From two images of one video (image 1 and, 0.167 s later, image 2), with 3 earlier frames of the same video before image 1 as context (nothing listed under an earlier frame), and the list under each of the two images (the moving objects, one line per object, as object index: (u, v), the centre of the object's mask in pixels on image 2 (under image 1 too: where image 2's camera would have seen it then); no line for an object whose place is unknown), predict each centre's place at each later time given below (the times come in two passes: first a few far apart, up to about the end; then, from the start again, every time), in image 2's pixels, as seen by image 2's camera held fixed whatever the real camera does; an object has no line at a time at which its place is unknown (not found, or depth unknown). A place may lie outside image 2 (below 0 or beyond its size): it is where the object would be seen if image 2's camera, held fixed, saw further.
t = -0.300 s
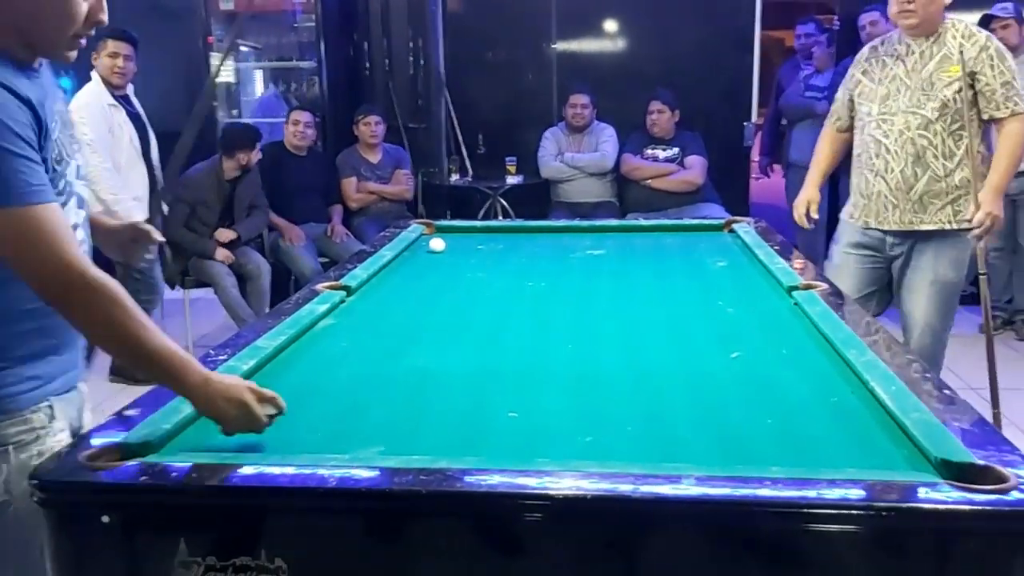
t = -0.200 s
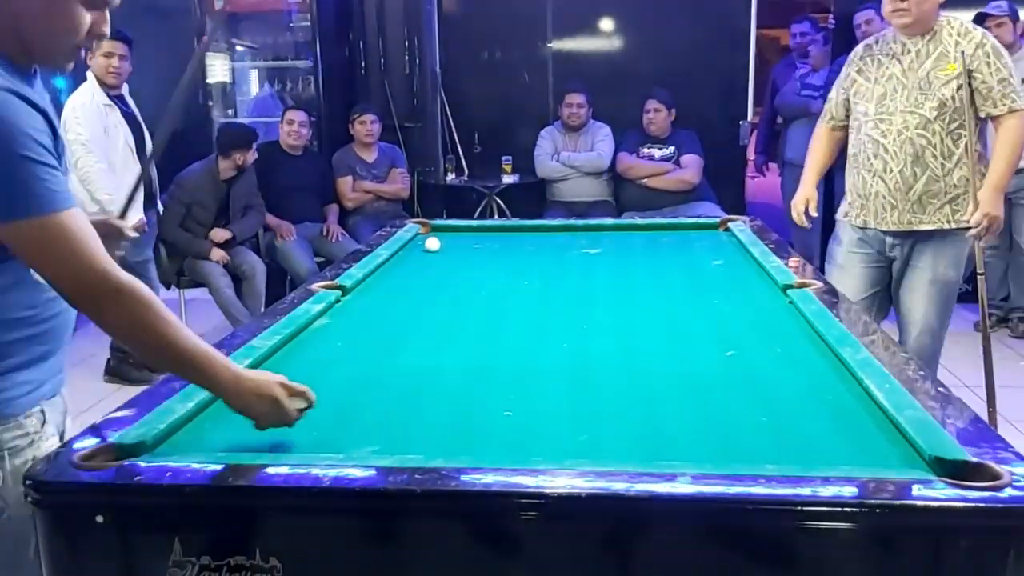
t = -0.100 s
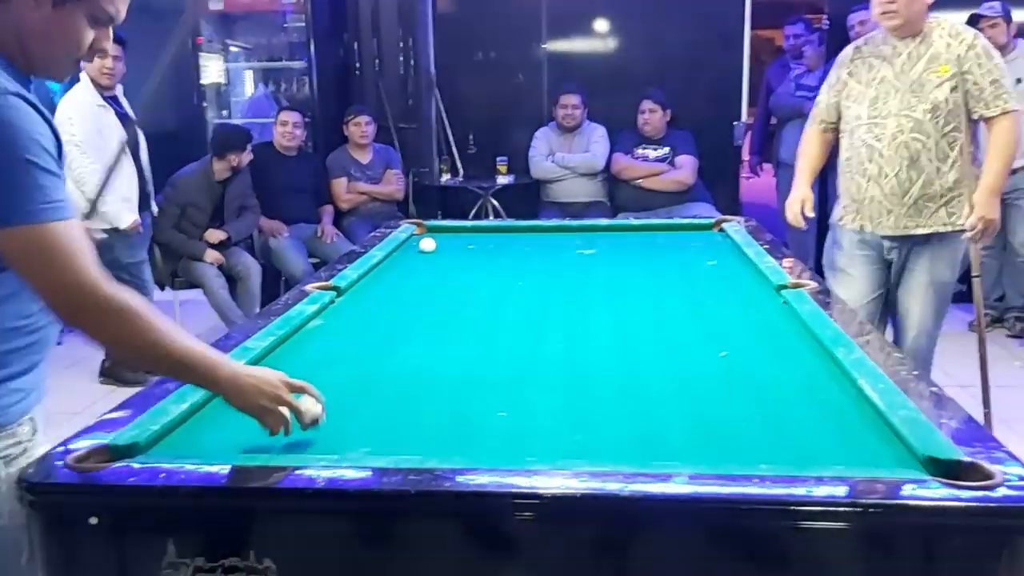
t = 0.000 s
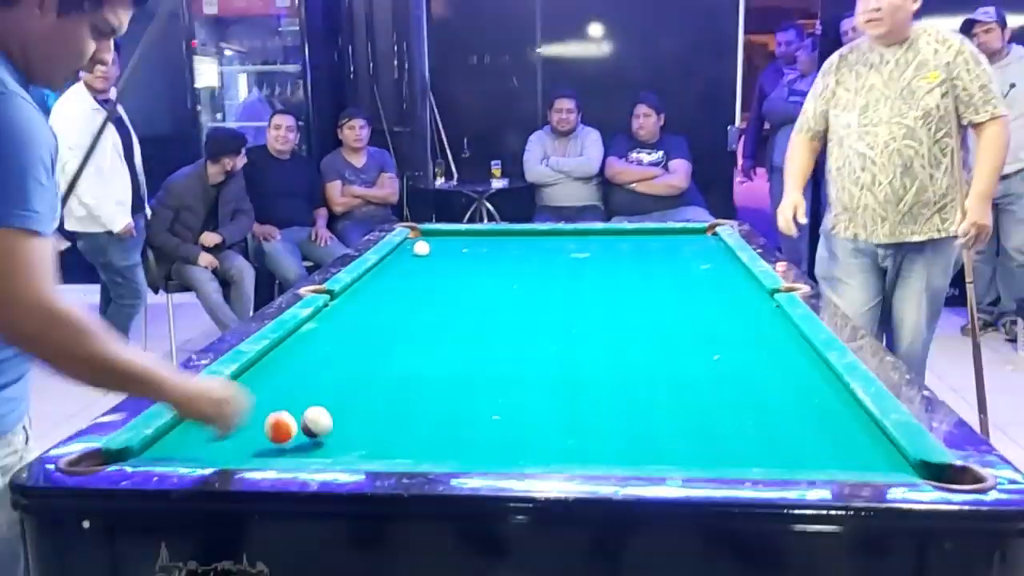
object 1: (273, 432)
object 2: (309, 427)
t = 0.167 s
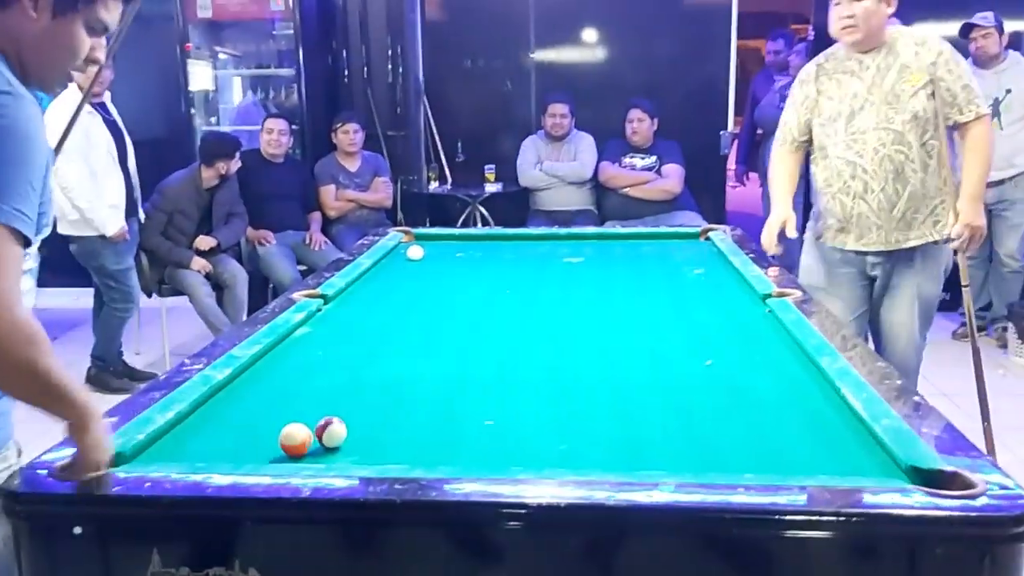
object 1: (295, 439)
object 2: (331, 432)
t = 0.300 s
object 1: (312, 441)
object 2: (346, 432)
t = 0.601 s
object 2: (378, 432)
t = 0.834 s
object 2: (399, 431)
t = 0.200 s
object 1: (300, 440)
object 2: (335, 432)
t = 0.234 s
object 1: (304, 440)
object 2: (339, 432)
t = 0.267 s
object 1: (308, 441)
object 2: (343, 432)
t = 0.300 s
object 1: (312, 441)
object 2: (346, 432)
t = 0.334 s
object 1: (317, 441)
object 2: (350, 432)
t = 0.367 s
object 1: (321, 442)
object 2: (354, 432)
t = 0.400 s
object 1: (325, 442)
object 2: (358, 432)
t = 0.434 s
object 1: (328, 442)
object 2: (361, 432)
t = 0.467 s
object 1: (332, 442)
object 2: (365, 432)
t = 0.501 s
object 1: (336, 443)
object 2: (368, 433)
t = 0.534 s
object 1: (340, 443)
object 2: (372, 432)
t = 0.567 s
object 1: (343, 444)
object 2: (375, 432)
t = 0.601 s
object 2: (378, 432)
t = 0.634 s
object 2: (381, 432)
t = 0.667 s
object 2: (384, 432)
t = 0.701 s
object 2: (388, 432)
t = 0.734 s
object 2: (390, 431)
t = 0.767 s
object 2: (393, 431)
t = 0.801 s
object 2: (396, 431)
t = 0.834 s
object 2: (399, 431)
